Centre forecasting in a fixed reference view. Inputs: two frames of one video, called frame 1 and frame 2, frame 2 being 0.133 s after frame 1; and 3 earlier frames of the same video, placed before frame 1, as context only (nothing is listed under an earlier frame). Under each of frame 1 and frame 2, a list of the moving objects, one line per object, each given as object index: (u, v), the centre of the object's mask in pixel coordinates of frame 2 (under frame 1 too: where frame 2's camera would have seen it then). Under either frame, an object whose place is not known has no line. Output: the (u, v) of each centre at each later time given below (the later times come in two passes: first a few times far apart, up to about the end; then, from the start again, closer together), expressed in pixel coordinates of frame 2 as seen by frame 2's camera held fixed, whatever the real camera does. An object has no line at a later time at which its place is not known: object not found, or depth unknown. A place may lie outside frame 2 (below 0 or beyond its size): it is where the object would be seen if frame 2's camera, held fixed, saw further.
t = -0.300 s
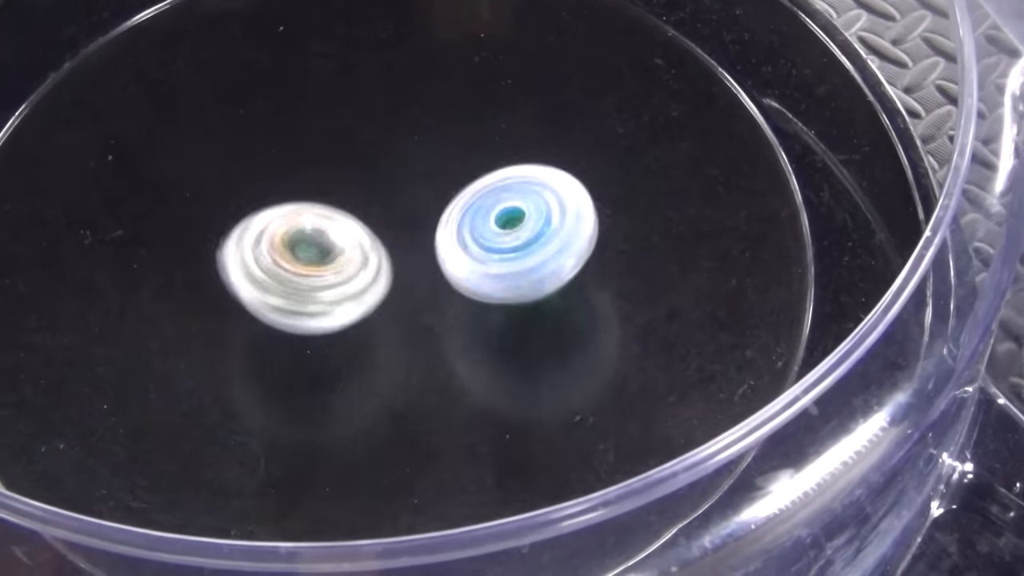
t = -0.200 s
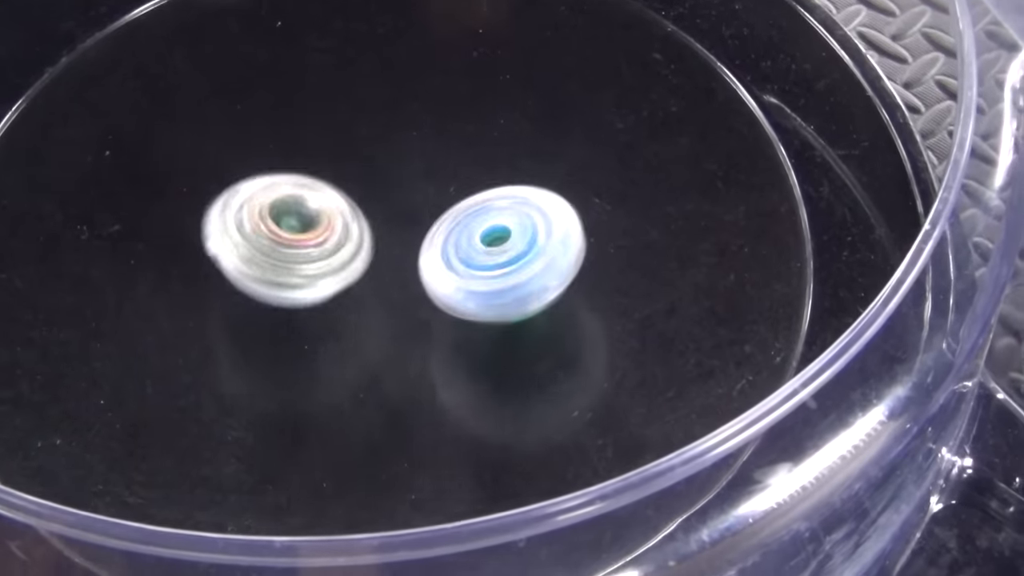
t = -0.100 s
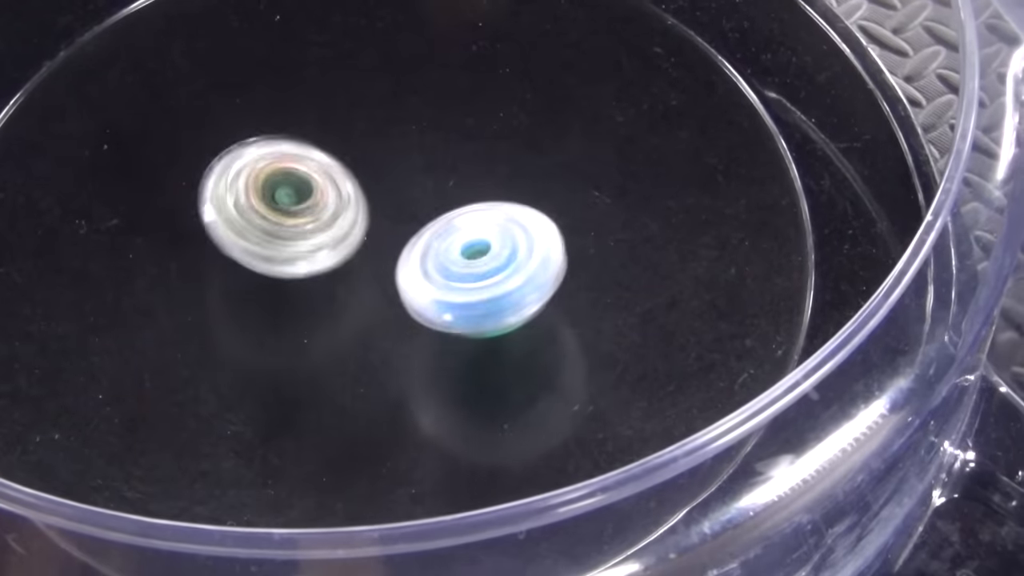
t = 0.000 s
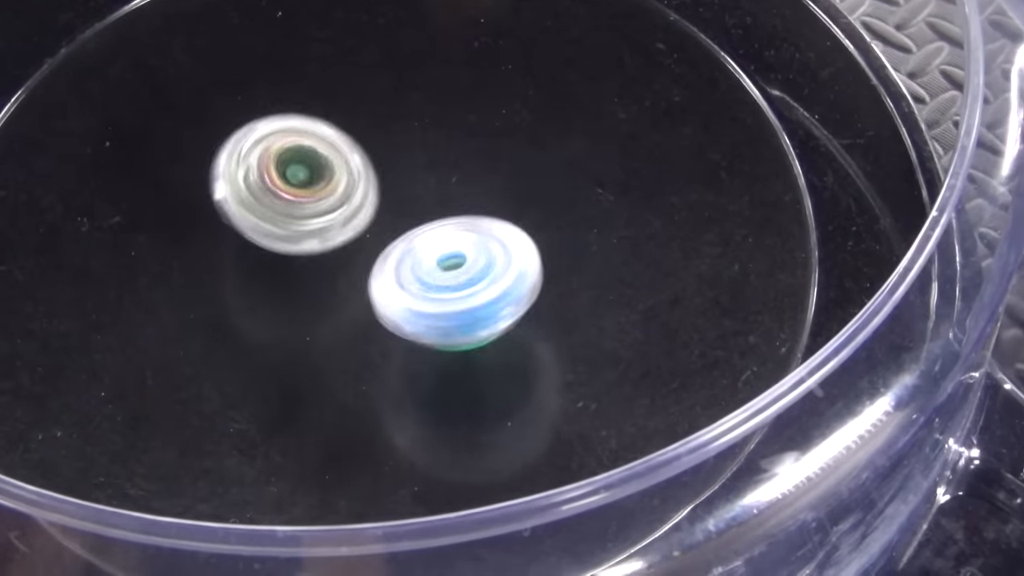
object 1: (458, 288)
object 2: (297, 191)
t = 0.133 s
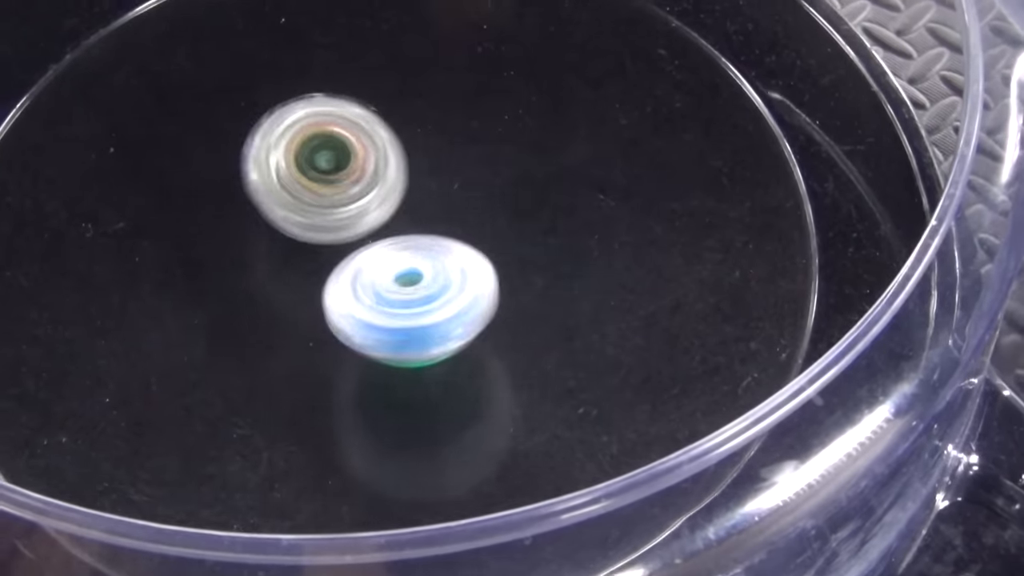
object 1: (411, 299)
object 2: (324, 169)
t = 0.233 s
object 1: (373, 298)
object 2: (355, 163)
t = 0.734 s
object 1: (276, 214)
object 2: (504, 223)
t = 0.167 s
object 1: (398, 299)
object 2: (334, 167)
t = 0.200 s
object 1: (386, 299)
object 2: (345, 165)
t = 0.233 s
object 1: (373, 298)
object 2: (355, 163)
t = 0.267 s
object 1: (360, 296)
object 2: (367, 162)
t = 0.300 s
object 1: (348, 293)
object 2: (381, 162)
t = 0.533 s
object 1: (287, 256)
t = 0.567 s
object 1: (283, 249)
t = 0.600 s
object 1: (280, 242)
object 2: (486, 195)
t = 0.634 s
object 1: (277, 235)
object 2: (493, 202)
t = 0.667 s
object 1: (276, 228)
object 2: (498, 209)
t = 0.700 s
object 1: (276, 221)
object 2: (502, 216)
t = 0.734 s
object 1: (276, 214)
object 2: (504, 223)
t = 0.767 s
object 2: (504, 229)
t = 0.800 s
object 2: (503, 237)
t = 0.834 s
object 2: (501, 245)
